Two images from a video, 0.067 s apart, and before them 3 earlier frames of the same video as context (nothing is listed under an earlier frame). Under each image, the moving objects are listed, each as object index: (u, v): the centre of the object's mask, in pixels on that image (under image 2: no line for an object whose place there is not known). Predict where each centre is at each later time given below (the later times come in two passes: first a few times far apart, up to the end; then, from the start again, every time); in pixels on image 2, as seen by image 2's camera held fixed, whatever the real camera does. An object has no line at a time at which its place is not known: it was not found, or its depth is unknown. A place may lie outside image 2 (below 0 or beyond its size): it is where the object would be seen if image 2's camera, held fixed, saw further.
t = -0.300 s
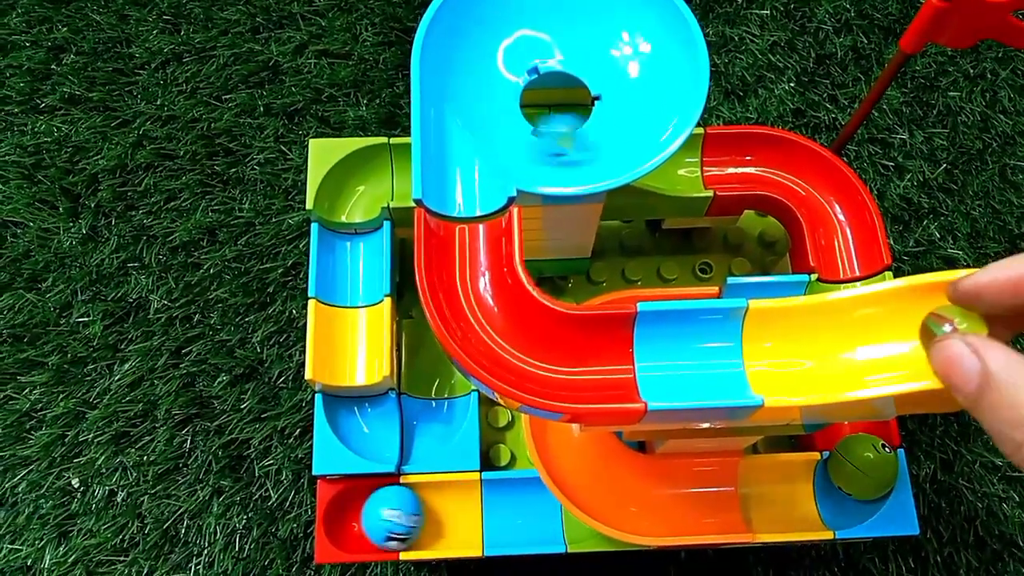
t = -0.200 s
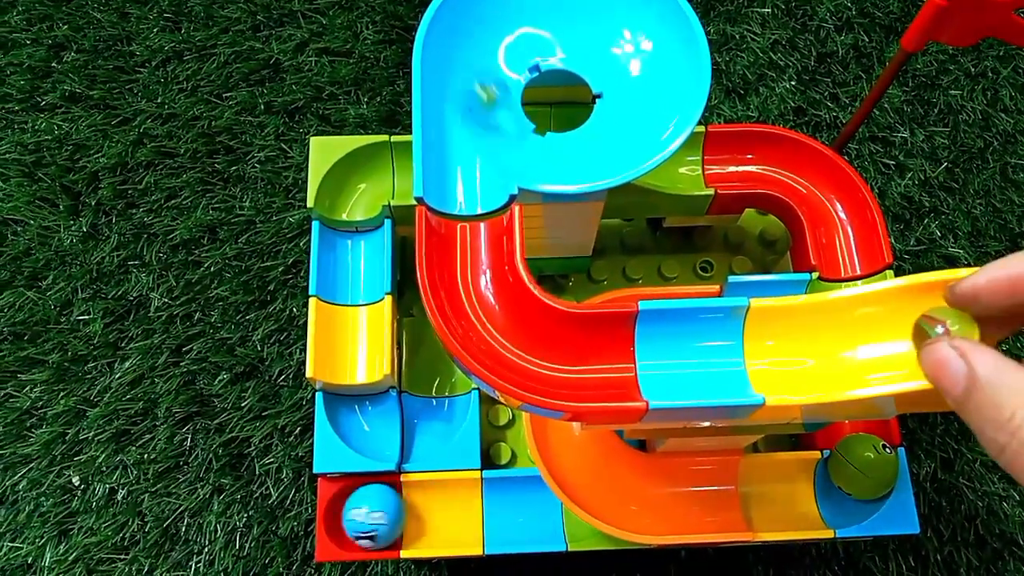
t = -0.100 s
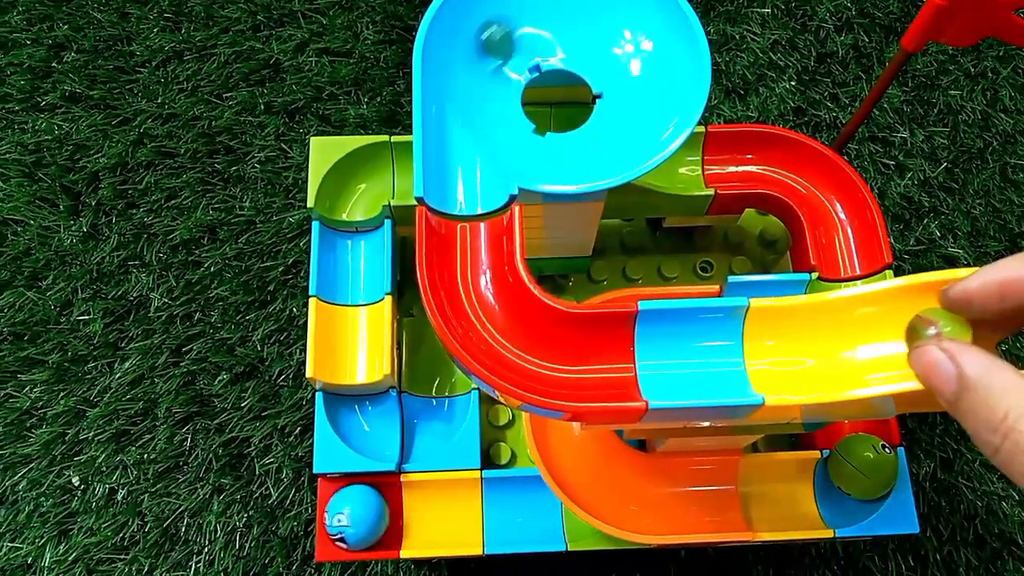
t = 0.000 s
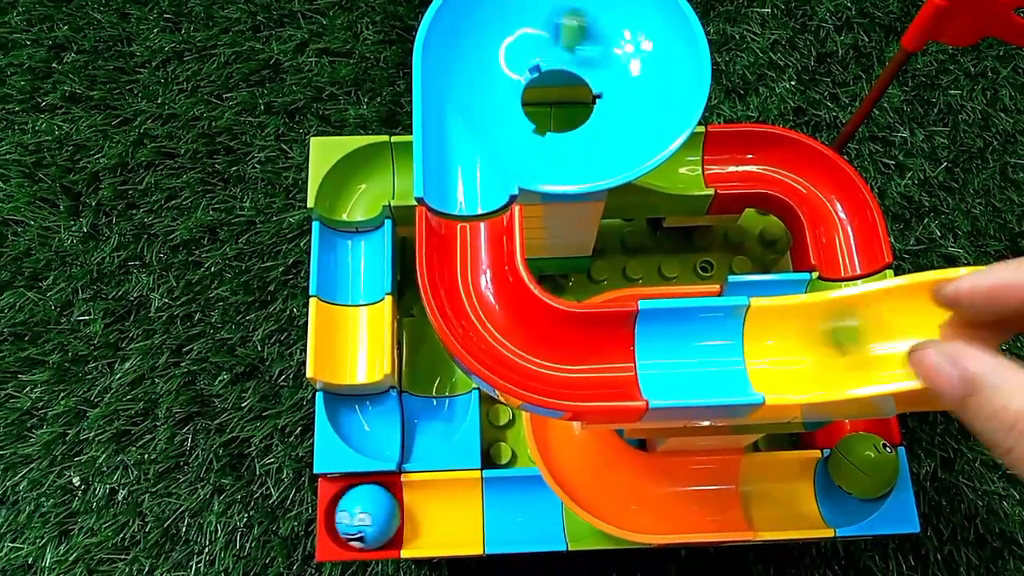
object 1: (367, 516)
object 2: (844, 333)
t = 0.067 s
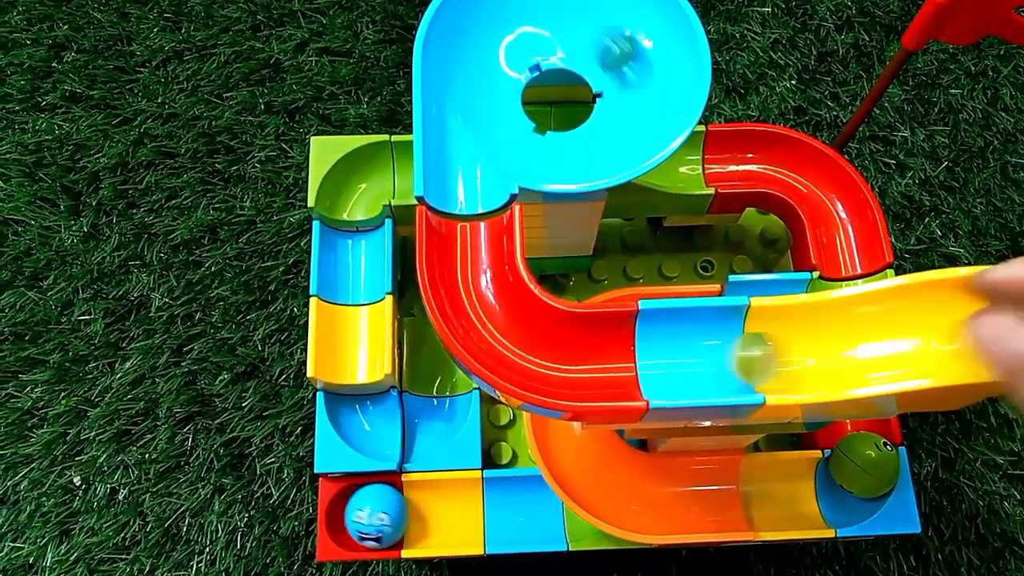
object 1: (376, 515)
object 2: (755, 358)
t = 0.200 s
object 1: (393, 515)
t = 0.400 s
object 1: (421, 514)
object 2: (468, 264)
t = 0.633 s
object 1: (454, 512)
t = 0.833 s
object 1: (479, 511)
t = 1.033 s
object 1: (496, 511)
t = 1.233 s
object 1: (512, 511)
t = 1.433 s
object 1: (523, 510)
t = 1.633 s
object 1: (530, 510)
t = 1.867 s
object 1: (533, 510)
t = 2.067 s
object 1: (532, 510)
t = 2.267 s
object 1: (530, 509)
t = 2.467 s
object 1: (528, 510)
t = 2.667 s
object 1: (529, 509)
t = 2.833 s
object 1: (529, 510)
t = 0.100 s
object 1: (381, 515)
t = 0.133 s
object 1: (385, 515)
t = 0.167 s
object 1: (389, 515)
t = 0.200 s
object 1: (393, 515)
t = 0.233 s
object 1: (397, 515)
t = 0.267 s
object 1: (401, 514)
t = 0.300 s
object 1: (406, 514)
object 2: (518, 337)
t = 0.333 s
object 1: (410, 514)
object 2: (499, 319)
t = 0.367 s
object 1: (416, 514)
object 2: (483, 296)
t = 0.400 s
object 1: (421, 514)
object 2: (468, 264)
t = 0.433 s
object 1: (426, 514)
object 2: (467, 240)
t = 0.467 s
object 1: (430, 513)
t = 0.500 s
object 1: (435, 513)
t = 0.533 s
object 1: (440, 513)
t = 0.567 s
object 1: (445, 512)
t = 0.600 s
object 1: (450, 512)
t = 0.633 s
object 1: (454, 512)
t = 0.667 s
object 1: (458, 512)
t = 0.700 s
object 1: (462, 512)
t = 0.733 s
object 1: (467, 512)
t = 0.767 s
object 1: (470, 512)
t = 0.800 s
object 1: (475, 511)
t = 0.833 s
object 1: (479, 511)
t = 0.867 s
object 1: (482, 511)
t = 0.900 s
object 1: (485, 510)
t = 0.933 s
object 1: (488, 511)
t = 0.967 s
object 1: (491, 510)
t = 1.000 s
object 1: (493, 511)
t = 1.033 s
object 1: (496, 511)
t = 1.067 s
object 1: (499, 511)
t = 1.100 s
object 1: (501, 511)
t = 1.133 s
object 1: (504, 511)
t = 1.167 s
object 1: (506, 511)
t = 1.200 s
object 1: (509, 510)
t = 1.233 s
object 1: (512, 511)
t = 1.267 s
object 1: (514, 510)
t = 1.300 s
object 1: (516, 510)
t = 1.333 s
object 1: (518, 510)
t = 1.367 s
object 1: (520, 510)
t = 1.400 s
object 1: (522, 510)
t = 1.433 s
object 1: (523, 510)
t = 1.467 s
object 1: (525, 510)
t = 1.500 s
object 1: (526, 510)
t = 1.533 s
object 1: (527, 510)
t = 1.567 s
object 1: (528, 510)
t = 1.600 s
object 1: (529, 510)
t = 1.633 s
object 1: (530, 510)
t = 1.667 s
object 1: (531, 510)
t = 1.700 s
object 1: (531, 510)
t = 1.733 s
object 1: (532, 510)
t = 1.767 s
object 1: (533, 510)
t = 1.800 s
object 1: (533, 510)
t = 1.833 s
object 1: (533, 510)
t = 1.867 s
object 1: (533, 510)
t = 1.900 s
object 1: (533, 510)
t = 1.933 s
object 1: (533, 510)
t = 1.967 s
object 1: (532, 510)
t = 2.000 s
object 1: (532, 510)
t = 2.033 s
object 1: (532, 510)
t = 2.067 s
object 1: (532, 510)
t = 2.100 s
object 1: (531, 510)
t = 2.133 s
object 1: (532, 510)
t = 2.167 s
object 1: (531, 510)
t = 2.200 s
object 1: (531, 510)
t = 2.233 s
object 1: (530, 510)
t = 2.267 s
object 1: (530, 509)
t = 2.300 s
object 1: (530, 510)
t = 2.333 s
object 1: (529, 510)
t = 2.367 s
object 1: (529, 510)
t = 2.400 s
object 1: (529, 510)
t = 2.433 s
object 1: (528, 510)
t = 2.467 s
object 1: (528, 510)
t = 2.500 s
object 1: (528, 509)
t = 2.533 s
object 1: (529, 510)
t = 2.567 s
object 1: (529, 510)
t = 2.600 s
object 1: (529, 510)
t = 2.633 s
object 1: (529, 509)
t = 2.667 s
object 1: (529, 509)
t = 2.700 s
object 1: (529, 509)
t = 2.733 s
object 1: (529, 510)
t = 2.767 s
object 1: (529, 510)
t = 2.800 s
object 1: (529, 510)
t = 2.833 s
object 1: (529, 510)
